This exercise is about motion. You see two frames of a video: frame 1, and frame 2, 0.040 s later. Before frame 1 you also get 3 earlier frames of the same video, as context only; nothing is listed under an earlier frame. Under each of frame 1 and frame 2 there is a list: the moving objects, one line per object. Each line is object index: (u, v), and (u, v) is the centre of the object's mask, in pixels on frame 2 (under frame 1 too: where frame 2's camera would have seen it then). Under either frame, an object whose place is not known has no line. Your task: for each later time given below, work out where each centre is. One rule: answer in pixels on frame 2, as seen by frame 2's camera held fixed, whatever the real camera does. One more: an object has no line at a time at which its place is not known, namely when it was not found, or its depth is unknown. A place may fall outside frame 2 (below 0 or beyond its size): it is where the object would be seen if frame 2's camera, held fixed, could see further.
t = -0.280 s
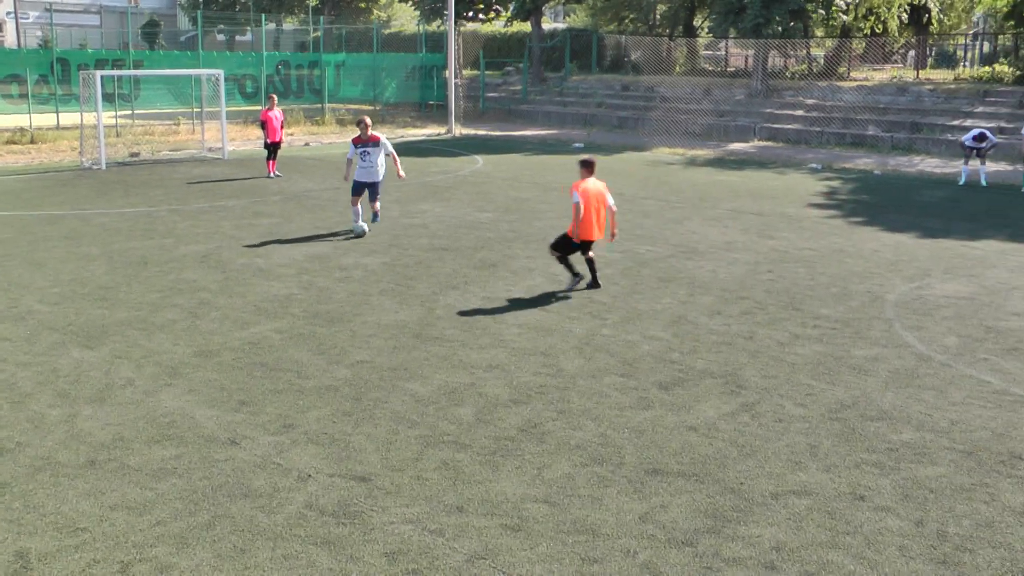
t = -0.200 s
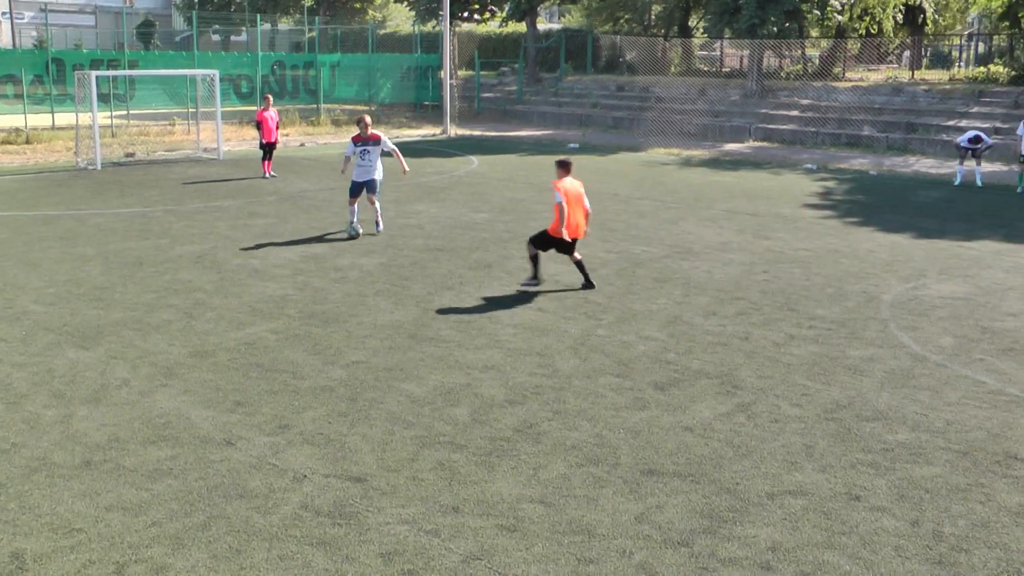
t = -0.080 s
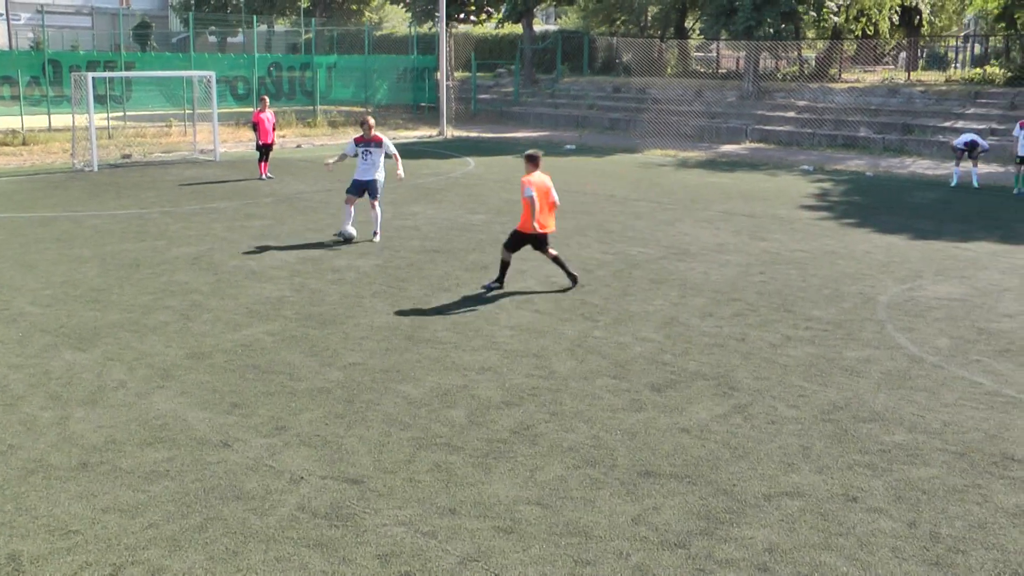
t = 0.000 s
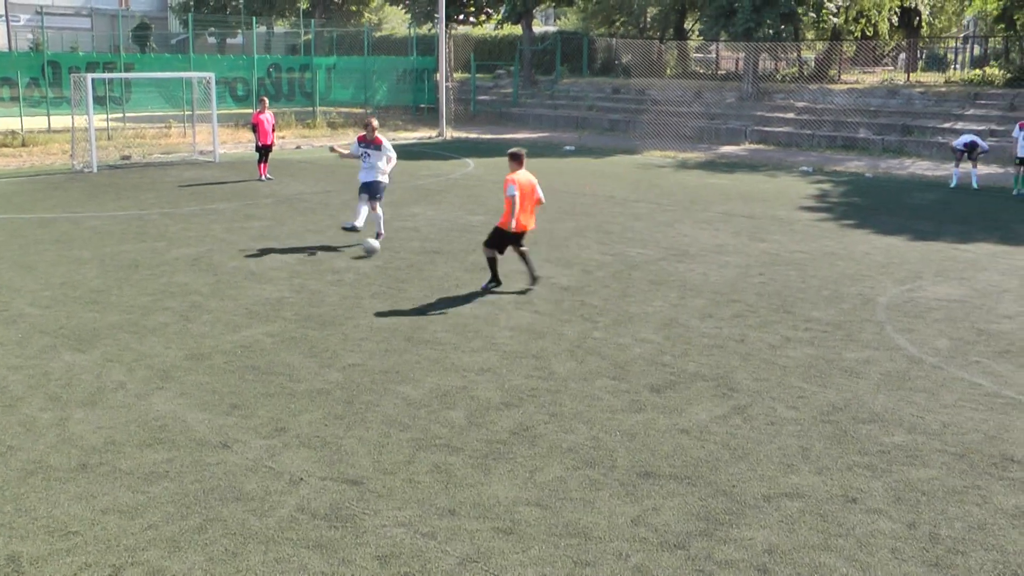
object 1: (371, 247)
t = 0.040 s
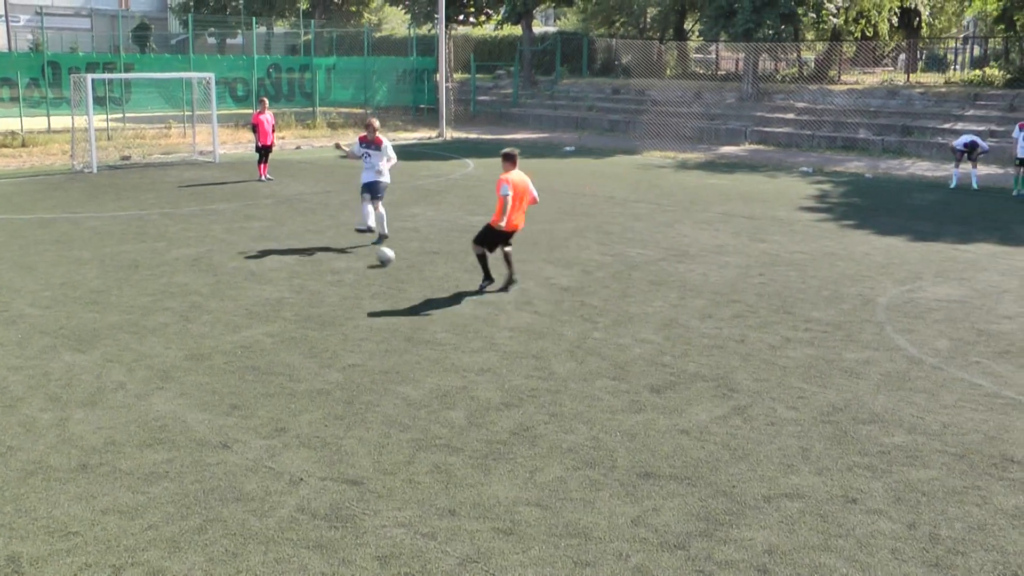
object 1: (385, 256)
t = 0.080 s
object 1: (401, 265)
